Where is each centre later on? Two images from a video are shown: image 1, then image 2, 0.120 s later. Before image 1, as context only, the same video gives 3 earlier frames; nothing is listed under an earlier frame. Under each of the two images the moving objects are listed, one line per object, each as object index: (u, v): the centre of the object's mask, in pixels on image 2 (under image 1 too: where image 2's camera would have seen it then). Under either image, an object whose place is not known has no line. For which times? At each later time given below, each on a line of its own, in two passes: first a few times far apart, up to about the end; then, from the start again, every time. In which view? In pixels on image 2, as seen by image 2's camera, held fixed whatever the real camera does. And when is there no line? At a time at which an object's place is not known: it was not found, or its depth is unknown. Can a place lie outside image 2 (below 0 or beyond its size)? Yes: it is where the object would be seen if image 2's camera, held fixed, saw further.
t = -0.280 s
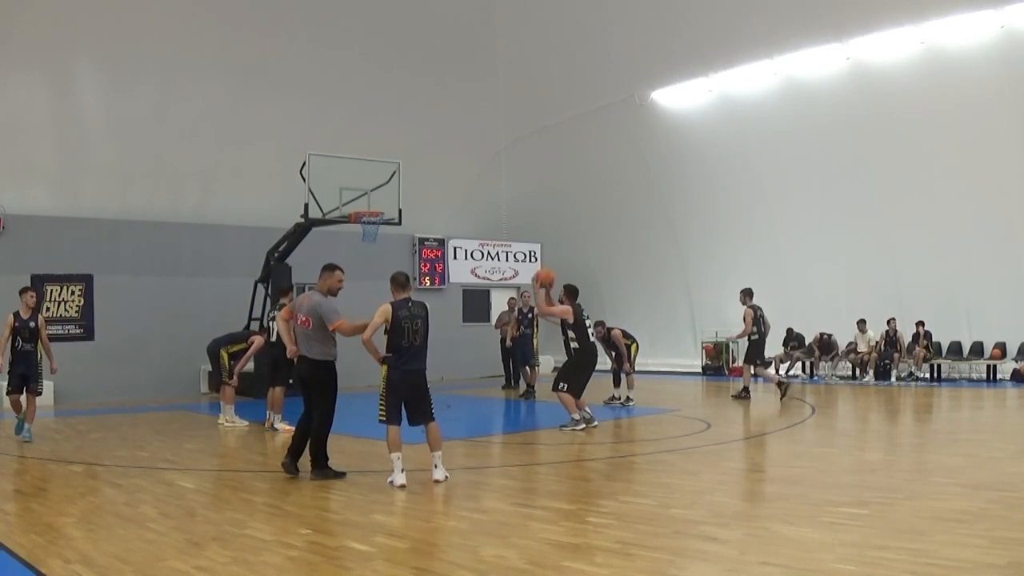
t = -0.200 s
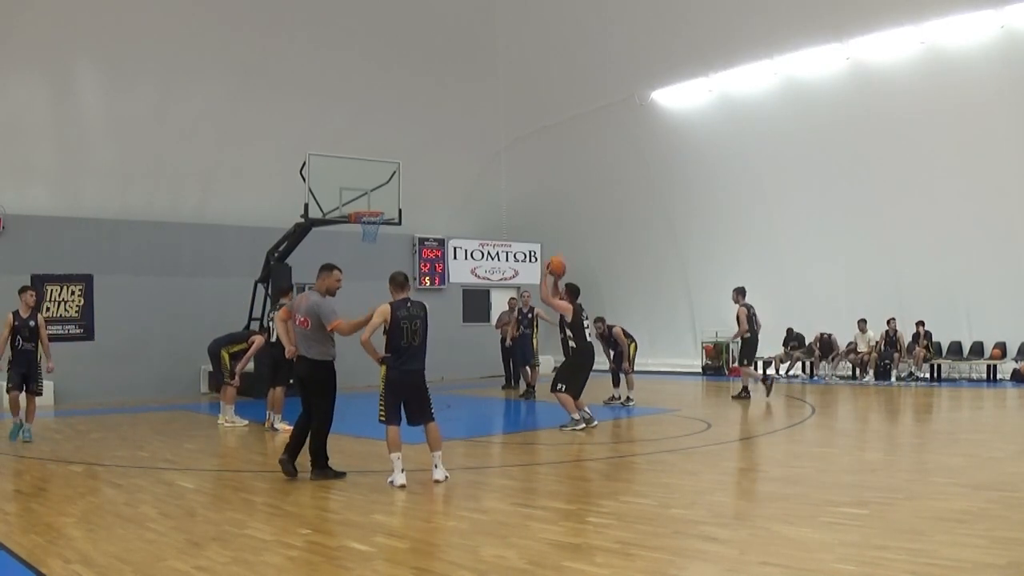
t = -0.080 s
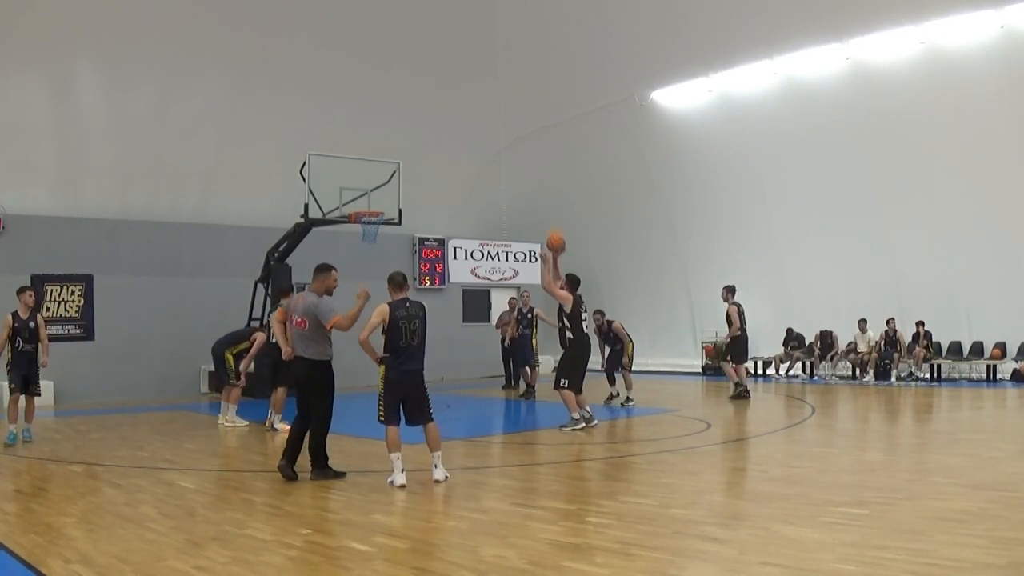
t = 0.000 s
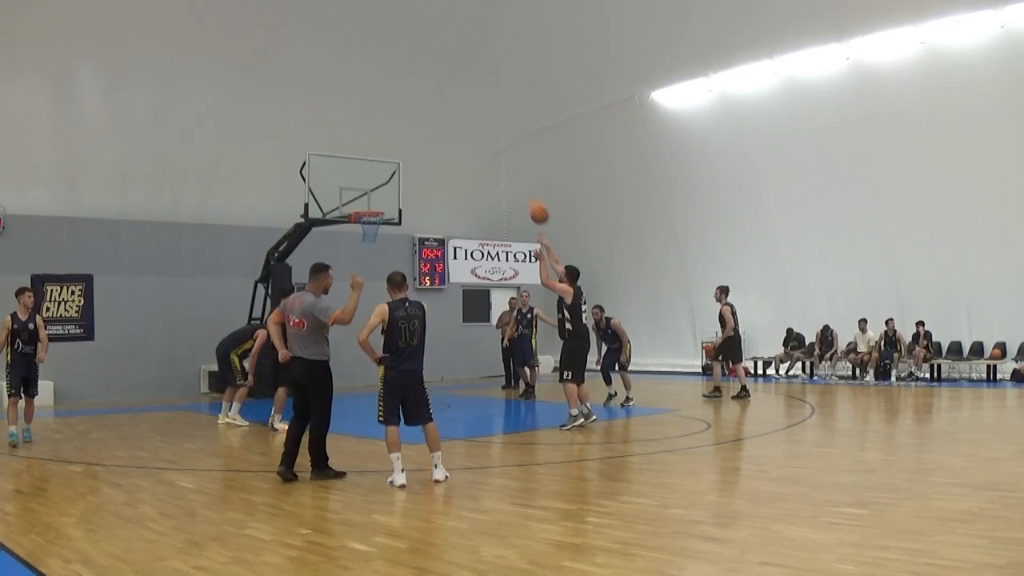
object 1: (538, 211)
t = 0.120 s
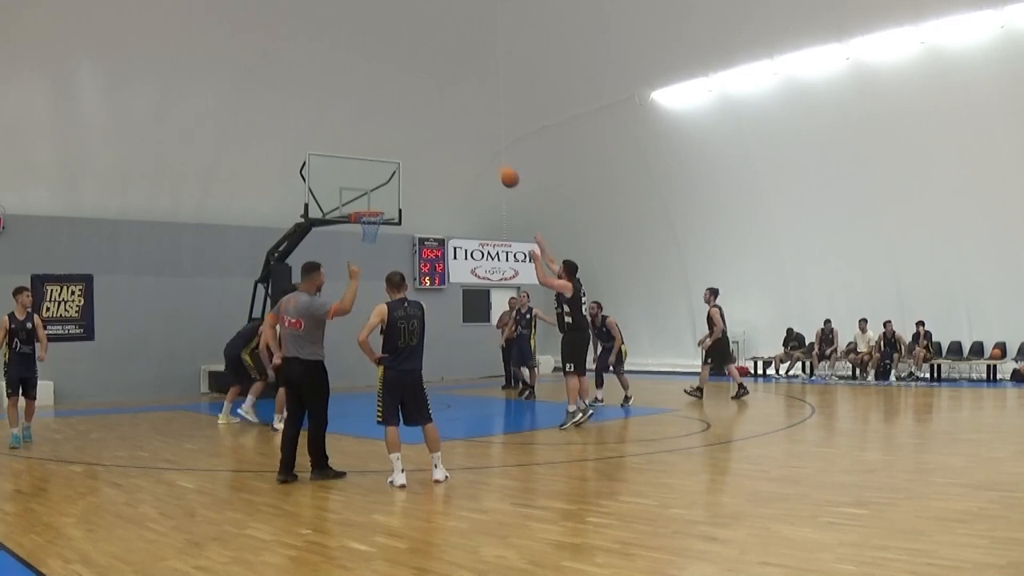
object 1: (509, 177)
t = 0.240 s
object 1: (482, 154)
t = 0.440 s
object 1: (440, 141)
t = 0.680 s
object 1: (396, 159)
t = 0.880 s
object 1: (364, 198)
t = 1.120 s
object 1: (380, 161)
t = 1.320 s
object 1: (400, 142)
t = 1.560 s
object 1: (424, 153)
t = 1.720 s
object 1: (441, 179)
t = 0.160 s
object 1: (500, 168)
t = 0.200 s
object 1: (490, 160)
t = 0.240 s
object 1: (482, 154)
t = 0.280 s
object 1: (473, 149)
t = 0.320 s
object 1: (464, 145)
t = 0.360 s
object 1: (456, 142)
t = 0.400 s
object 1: (448, 141)
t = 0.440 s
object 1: (440, 141)
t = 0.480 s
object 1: (433, 141)
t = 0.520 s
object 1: (425, 143)
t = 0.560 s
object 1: (418, 145)
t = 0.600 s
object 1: (411, 148)
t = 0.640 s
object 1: (404, 153)
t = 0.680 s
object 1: (396, 159)
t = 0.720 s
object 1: (390, 164)
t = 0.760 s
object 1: (383, 172)
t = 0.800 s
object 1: (376, 180)
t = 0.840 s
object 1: (369, 189)
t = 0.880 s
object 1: (364, 198)
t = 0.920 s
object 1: (360, 204)
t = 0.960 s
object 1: (364, 193)
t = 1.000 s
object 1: (368, 183)
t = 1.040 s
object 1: (372, 175)
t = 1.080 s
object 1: (376, 168)
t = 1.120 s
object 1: (380, 161)
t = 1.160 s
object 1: (384, 155)
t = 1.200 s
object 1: (388, 150)
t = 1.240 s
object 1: (392, 147)
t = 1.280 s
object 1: (396, 144)
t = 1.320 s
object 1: (400, 142)
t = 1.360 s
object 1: (404, 142)
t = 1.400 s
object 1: (408, 142)
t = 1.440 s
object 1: (412, 143)
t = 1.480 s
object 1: (416, 145)
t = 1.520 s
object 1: (420, 149)
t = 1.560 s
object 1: (424, 153)
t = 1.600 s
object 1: (428, 158)
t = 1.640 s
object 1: (433, 164)
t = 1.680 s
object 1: (437, 171)
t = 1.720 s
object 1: (441, 179)
